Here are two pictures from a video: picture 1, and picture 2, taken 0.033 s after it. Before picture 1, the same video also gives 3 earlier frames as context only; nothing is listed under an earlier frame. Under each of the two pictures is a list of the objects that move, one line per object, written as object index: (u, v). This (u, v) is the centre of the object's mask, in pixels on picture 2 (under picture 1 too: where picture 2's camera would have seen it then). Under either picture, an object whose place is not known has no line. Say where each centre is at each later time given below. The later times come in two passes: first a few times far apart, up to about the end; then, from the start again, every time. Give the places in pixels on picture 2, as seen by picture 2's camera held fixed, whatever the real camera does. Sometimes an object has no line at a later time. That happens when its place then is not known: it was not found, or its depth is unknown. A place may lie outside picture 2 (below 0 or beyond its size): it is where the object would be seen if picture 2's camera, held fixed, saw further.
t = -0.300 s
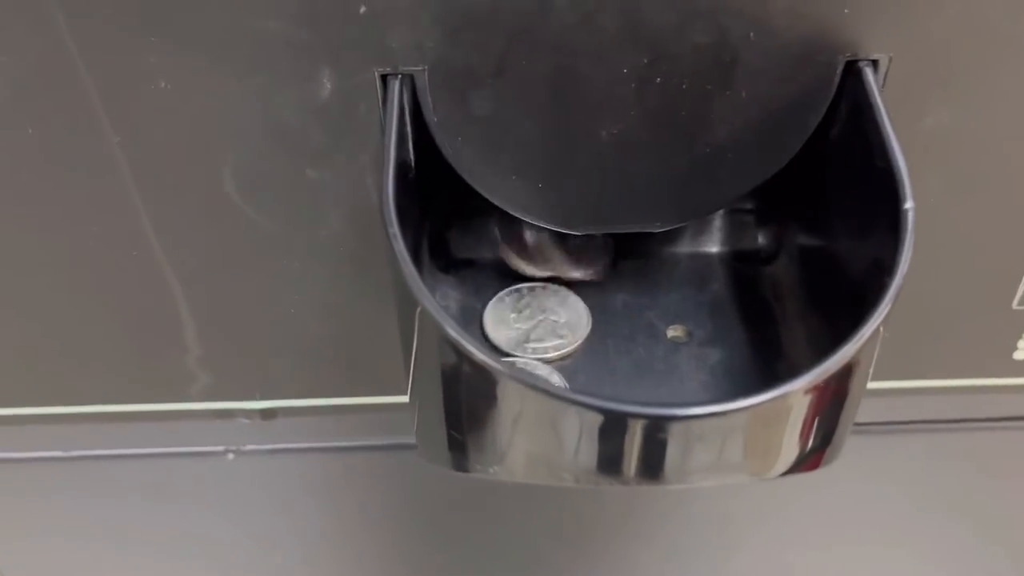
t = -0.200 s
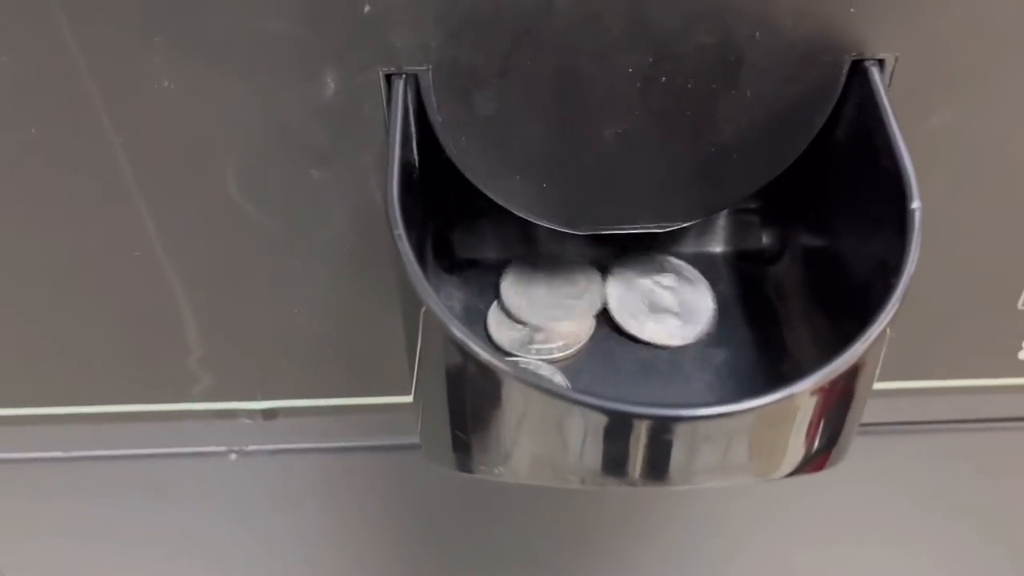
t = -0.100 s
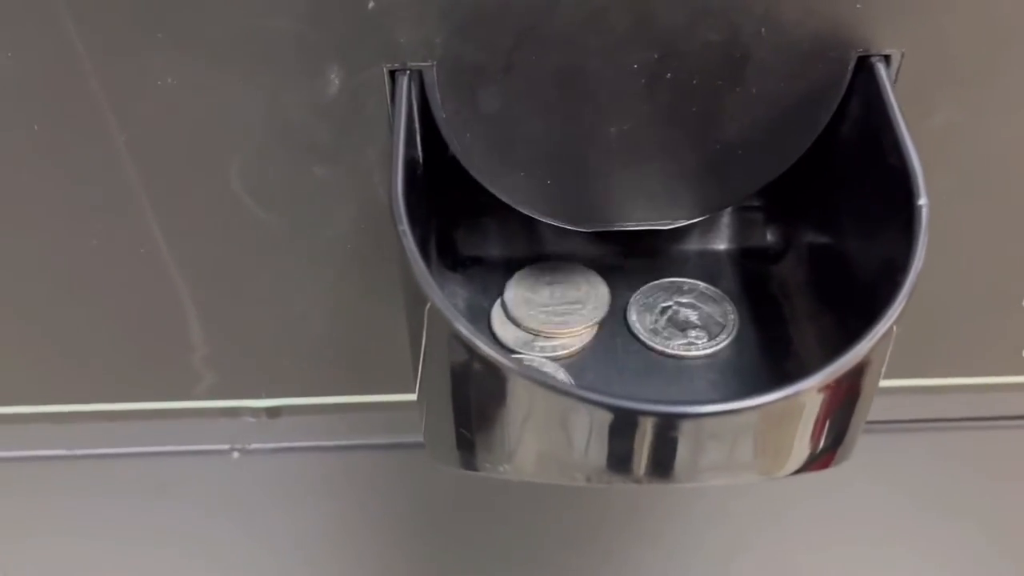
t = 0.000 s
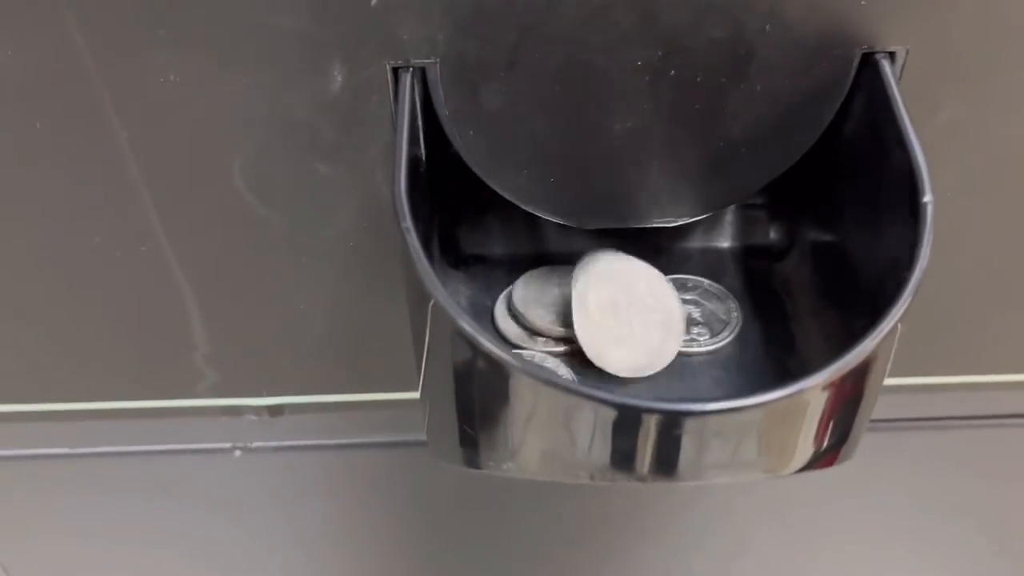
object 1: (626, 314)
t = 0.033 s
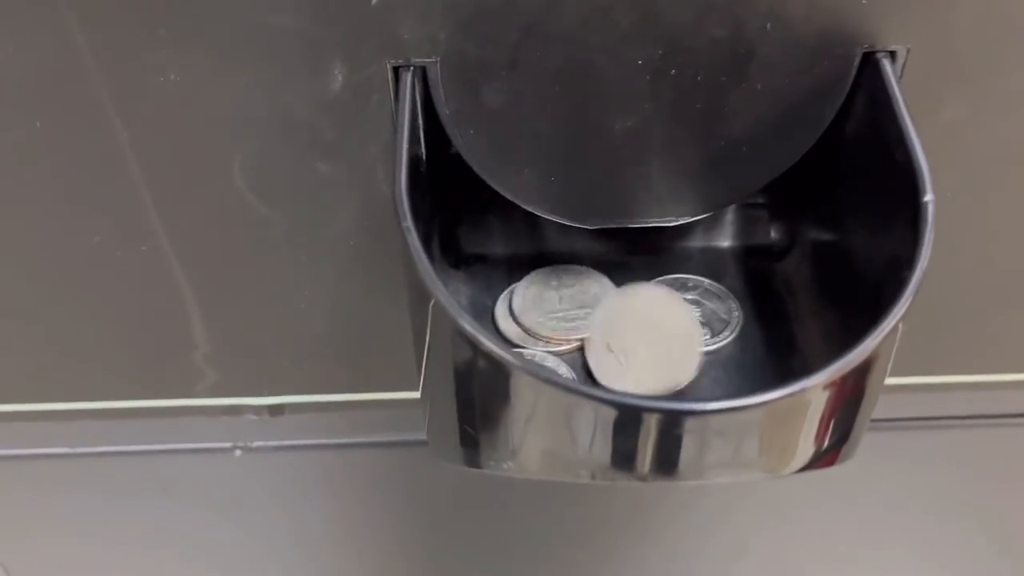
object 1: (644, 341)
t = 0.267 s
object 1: (669, 382)
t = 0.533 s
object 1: (668, 383)
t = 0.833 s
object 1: (666, 382)
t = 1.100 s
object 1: (666, 381)
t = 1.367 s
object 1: (667, 384)
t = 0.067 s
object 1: (660, 383)
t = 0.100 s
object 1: (665, 382)
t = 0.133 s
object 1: (676, 384)
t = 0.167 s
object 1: (668, 380)
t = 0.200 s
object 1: (670, 382)
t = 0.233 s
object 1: (669, 383)
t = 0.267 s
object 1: (669, 382)
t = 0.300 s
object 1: (668, 382)
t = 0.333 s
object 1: (668, 382)
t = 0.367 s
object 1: (668, 382)
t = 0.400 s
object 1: (669, 383)
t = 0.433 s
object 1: (668, 382)
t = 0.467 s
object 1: (668, 382)
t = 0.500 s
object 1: (668, 382)
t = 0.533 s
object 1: (668, 383)
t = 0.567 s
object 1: (667, 383)
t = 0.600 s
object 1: (667, 383)
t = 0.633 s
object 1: (668, 385)
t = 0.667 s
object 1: (666, 383)
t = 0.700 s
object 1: (666, 383)
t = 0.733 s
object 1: (666, 383)
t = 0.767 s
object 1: (666, 383)
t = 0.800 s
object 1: (666, 383)
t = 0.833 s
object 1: (666, 382)
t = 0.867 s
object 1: (666, 382)
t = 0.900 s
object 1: (666, 382)
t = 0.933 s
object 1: (666, 382)
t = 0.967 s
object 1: (666, 382)
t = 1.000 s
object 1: (666, 382)
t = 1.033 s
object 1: (666, 382)
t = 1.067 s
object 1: (666, 381)
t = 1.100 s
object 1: (666, 381)
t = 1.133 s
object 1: (665, 381)
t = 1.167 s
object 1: (667, 382)
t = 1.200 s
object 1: (667, 381)
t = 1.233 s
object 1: (668, 382)
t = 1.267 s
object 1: (668, 382)
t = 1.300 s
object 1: (667, 382)
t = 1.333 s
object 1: (667, 383)
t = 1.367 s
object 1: (667, 384)
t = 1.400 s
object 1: (666, 385)
